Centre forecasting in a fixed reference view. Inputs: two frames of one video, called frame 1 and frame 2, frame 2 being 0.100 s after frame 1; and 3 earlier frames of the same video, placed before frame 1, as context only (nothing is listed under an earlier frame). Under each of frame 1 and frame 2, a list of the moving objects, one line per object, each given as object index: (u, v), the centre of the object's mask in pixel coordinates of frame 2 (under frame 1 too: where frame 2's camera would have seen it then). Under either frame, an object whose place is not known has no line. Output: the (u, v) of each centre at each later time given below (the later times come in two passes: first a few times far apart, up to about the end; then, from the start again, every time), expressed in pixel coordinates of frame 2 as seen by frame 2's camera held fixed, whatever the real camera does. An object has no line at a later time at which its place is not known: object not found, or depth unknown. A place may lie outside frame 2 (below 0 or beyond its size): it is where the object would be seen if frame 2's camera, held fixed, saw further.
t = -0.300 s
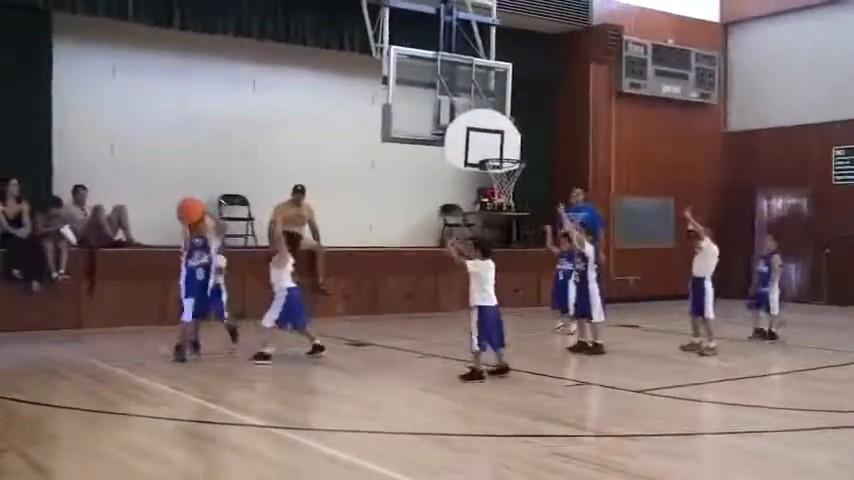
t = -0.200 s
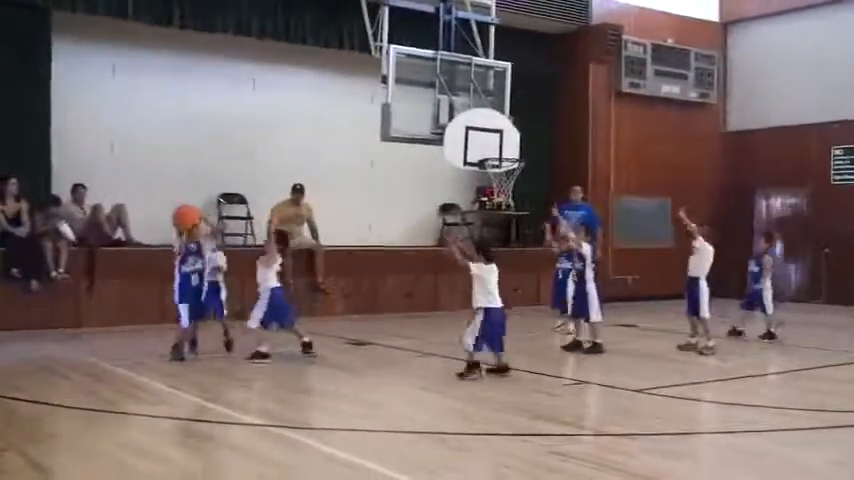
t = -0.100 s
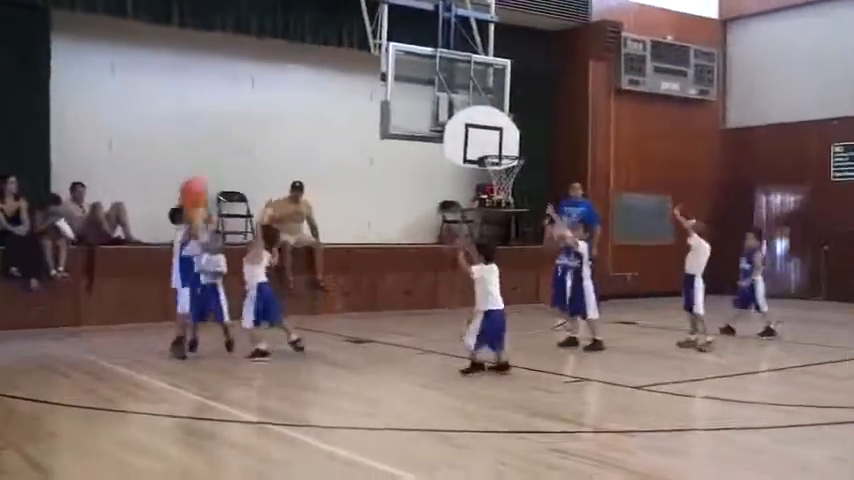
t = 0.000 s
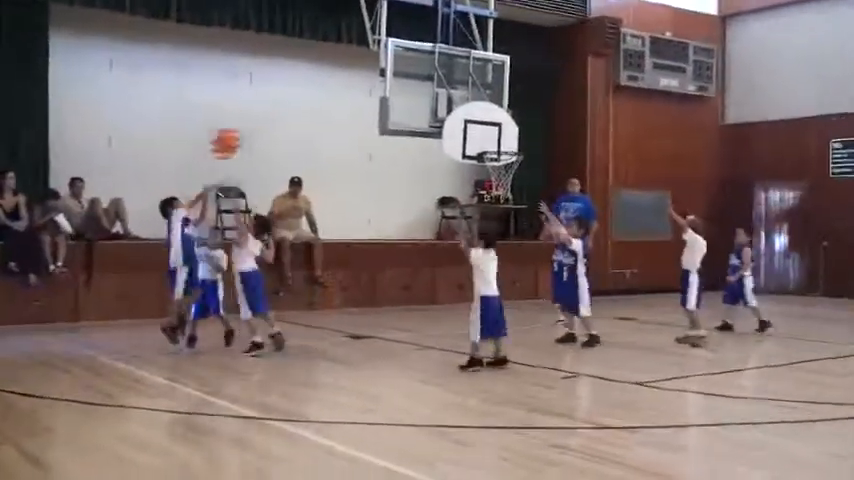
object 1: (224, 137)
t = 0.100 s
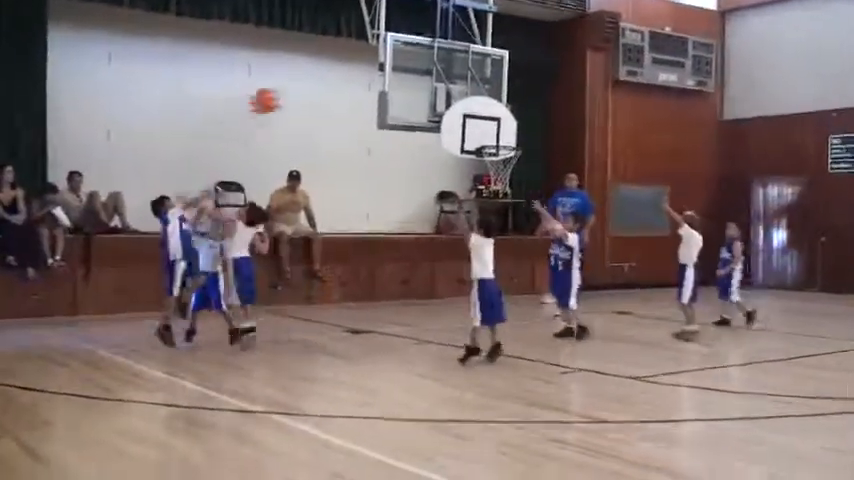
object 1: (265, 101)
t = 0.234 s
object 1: (317, 74)
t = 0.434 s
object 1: (391, 69)
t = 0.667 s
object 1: (474, 117)
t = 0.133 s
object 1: (278, 92)
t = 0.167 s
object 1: (291, 85)
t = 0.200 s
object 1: (305, 79)
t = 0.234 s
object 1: (317, 74)
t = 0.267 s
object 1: (329, 70)
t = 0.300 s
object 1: (342, 65)
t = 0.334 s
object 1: (355, 64)
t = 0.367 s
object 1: (368, 65)
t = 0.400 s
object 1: (379, 66)
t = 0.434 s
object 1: (391, 69)
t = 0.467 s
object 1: (407, 73)
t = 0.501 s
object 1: (416, 75)
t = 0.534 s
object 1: (428, 82)
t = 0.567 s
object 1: (439, 89)
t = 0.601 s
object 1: (450, 97)
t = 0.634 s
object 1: (462, 105)
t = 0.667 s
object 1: (474, 117)
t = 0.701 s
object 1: (485, 128)
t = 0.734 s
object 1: (496, 139)
